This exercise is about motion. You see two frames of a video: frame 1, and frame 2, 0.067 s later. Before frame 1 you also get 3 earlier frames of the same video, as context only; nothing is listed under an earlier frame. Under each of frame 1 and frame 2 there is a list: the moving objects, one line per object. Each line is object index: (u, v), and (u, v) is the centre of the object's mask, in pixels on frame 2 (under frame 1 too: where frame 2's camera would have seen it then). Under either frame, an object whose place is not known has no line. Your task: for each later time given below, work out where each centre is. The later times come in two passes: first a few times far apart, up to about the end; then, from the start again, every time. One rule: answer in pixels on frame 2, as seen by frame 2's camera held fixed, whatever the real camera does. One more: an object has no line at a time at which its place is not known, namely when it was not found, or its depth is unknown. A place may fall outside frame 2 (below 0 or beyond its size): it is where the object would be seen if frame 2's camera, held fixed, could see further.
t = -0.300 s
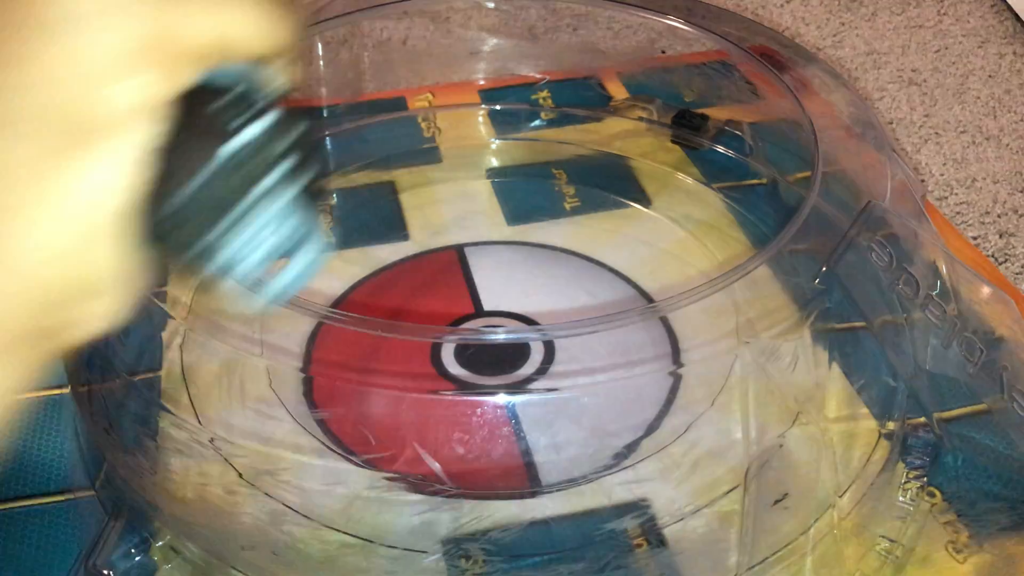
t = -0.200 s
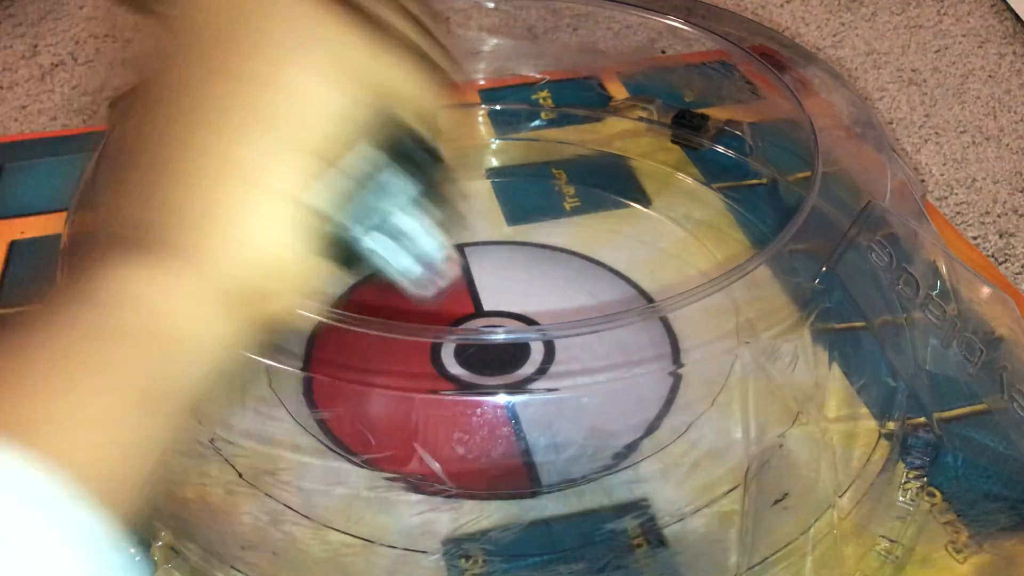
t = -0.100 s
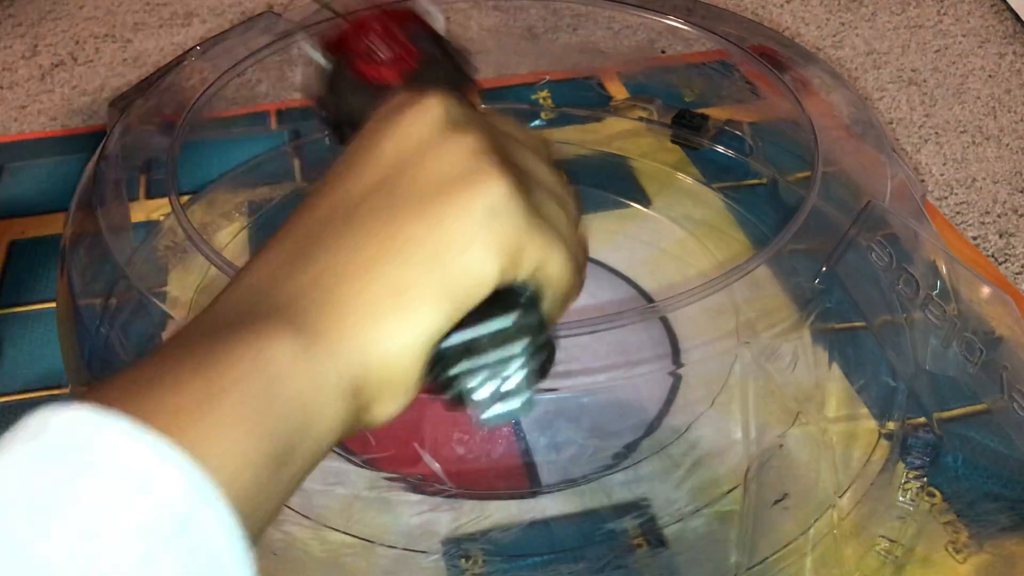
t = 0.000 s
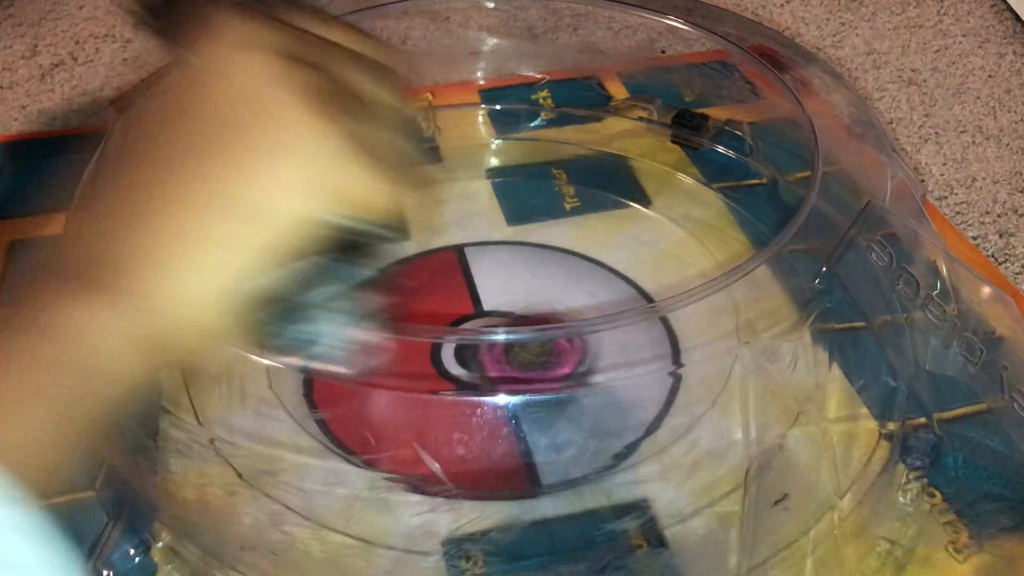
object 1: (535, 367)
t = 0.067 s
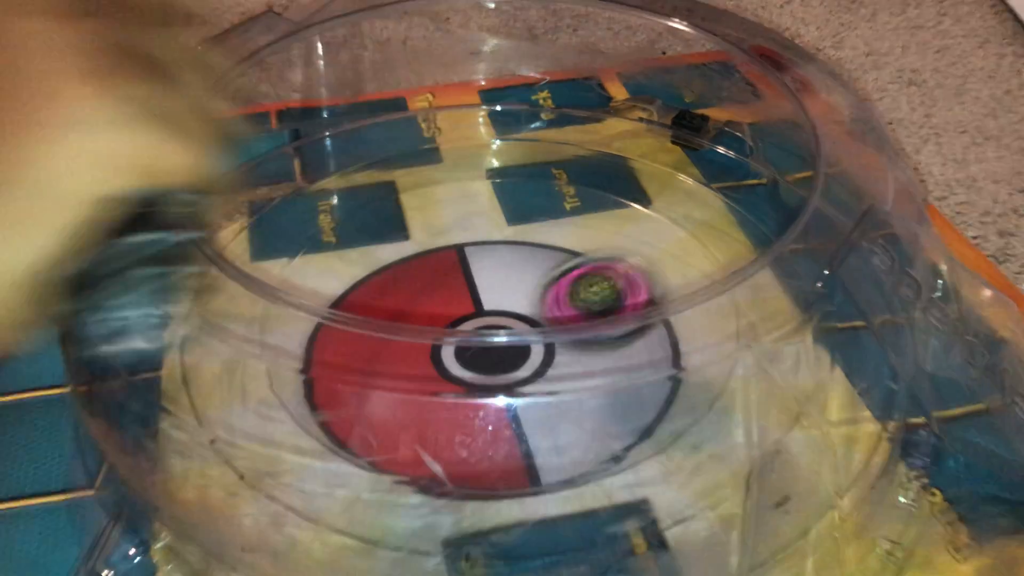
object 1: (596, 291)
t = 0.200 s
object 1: (694, 274)
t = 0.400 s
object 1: (680, 226)
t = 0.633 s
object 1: (496, 246)
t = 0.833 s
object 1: (388, 368)
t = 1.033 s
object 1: (520, 447)
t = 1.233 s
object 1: (680, 367)
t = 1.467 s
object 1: (590, 255)
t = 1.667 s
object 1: (377, 261)
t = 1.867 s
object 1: (290, 358)
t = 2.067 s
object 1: (399, 423)
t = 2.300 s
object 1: (589, 360)
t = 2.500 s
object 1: (522, 230)
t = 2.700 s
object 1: (353, 208)
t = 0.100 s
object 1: (628, 284)
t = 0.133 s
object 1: (658, 303)
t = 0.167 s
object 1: (682, 294)
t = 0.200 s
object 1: (694, 274)
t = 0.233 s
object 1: (695, 263)
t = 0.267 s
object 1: (701, 256)
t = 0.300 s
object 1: (704, 247)
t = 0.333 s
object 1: (702, 243)
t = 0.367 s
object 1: (694, 235)
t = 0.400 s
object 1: (680, 226)
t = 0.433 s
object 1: (661, 220)
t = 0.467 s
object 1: (639, 216)
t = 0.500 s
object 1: (614, 214)
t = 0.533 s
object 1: (586, 217)
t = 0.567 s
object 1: (558, 222)
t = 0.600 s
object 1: (526, 233)
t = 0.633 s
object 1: (496, 246)
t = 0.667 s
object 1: (465, 265)
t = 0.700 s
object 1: (440, 283)
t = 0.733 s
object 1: (421, 292)
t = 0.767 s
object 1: (403, 319)
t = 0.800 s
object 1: (392, 340)
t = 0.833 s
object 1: (388, 368)
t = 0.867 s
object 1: (398, 388)
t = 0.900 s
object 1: (413, 404)
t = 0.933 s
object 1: (439, 424)
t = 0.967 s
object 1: (462, 438)
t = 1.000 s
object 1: (493, 444)
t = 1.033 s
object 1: (520, 447)
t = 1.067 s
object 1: (557, 444)
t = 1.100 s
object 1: (595, 435)
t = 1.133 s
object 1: (624, 418)
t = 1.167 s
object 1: (649, 404)
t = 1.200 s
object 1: (669, 383)
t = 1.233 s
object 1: (680, 367)
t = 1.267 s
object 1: (688, 349)
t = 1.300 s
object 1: (687, 327)
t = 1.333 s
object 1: (679, 309)
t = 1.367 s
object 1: (659, 283)
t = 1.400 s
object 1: (643, 276)
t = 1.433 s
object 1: (619, 265)
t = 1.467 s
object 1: (590, 255)
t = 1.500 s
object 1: (556, 248)
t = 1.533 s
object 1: (521, 244)
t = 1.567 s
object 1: (483, 247)
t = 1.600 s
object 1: (445, 247)
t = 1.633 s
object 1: (409, 253)
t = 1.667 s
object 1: (377, 261)
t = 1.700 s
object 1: (348, 273)
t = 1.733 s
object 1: (330, 282)
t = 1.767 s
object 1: (306, 301)
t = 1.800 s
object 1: (291, 322)
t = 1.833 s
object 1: (287, 340)
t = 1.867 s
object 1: (290, 358)
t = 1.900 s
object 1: (299, 373)
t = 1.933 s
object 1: (311, 387)
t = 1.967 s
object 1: (327, 399)
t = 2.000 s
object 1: (350, 410)
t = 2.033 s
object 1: (373, 414)
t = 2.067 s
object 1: (399, 423)
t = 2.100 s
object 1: (431, 425)
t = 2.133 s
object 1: (463, 424)
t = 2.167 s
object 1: (492, 419)
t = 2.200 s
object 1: (521, 409)
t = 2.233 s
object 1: (549, 393)
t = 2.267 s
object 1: (571, 379)
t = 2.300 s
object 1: (589, 360)
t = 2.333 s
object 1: (595, 336)
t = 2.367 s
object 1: (584, 302)
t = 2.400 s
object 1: (581, 290)
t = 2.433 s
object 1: (563, 266)
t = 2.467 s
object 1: (545, 246)
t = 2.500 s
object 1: (522, 230)
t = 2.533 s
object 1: (495, 219)
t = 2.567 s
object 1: (465, 209)
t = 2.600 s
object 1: (432, 204)
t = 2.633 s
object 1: (402, 203)
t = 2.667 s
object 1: (376, 204)
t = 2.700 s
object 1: (353, 208)
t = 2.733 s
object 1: (332, 215)
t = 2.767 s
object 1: (312, 223)
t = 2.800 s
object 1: (297, 234)
